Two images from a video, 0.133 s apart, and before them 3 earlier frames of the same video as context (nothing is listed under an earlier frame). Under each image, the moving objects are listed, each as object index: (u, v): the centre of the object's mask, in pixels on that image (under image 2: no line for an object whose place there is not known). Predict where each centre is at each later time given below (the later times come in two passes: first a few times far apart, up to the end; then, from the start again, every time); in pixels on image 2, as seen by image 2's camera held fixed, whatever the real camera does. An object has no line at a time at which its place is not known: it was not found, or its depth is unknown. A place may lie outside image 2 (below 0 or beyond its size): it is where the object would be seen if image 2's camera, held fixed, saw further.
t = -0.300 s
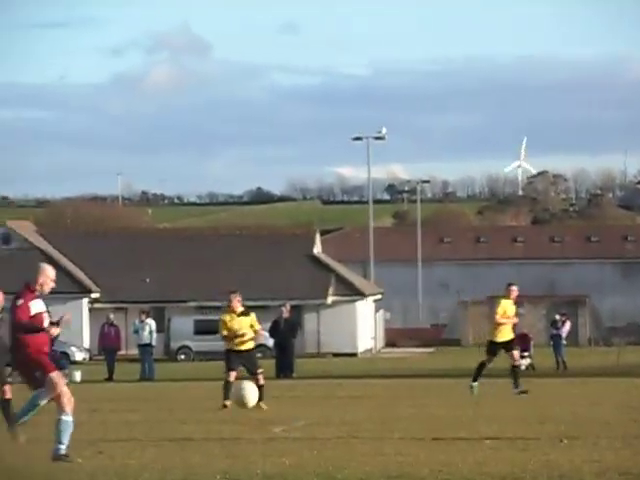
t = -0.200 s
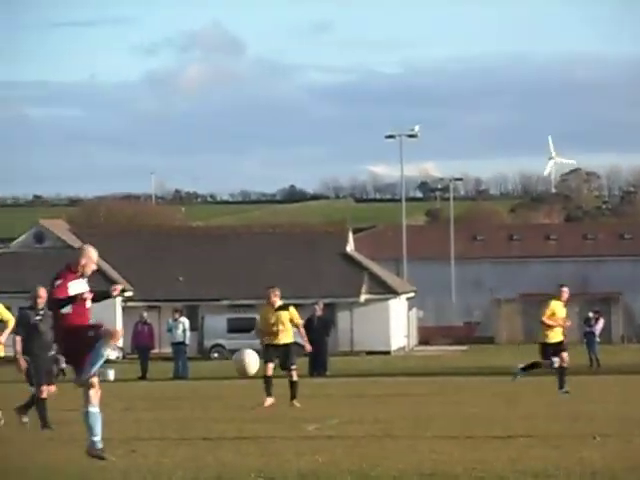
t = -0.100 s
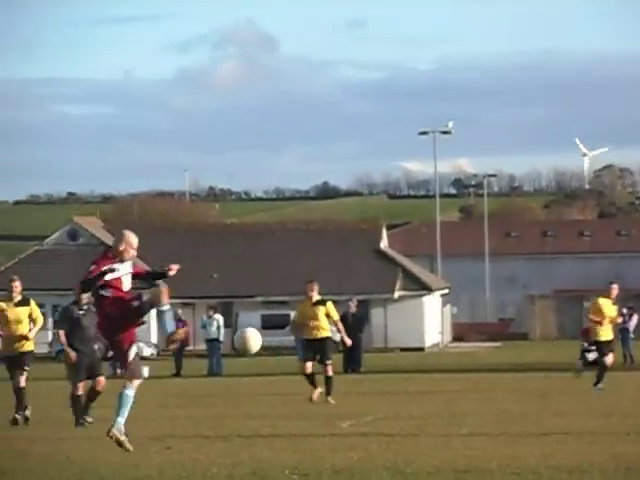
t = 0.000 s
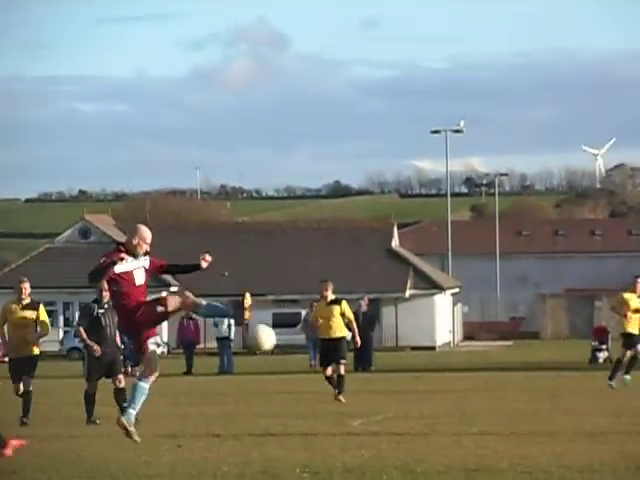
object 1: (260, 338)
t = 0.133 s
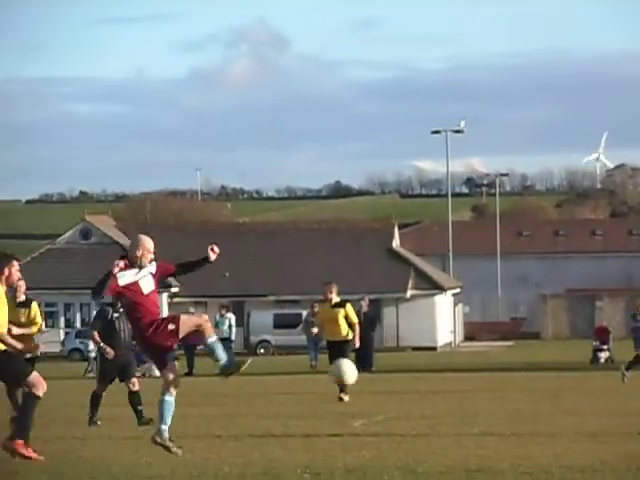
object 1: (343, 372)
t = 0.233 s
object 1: (402, 411)
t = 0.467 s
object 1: (509, 395)
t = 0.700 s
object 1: (603, 384)
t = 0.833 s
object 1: (655, 407)
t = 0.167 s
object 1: (363, 383)
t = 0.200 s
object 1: (383, 397)
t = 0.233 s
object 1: (402, 411)
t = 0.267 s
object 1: (421, 426)
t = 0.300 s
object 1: (440, 440)
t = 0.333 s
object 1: (454, 429)
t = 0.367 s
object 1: (467, 419)
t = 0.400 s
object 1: (482, 410)
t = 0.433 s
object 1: (494, 402)
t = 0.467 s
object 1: (509, 395)
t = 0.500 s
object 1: (523, 389)
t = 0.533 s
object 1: (536, 385)
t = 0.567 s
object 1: (549, 383)
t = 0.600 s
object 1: (563, 381)
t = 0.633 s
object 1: (576, 381)
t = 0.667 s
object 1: (590, 382)
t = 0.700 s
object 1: (603, 384)
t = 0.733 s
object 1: (617, 388)
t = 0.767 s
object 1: (629, 394)
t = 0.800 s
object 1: (643, 400)
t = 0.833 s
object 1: (655, 407)
